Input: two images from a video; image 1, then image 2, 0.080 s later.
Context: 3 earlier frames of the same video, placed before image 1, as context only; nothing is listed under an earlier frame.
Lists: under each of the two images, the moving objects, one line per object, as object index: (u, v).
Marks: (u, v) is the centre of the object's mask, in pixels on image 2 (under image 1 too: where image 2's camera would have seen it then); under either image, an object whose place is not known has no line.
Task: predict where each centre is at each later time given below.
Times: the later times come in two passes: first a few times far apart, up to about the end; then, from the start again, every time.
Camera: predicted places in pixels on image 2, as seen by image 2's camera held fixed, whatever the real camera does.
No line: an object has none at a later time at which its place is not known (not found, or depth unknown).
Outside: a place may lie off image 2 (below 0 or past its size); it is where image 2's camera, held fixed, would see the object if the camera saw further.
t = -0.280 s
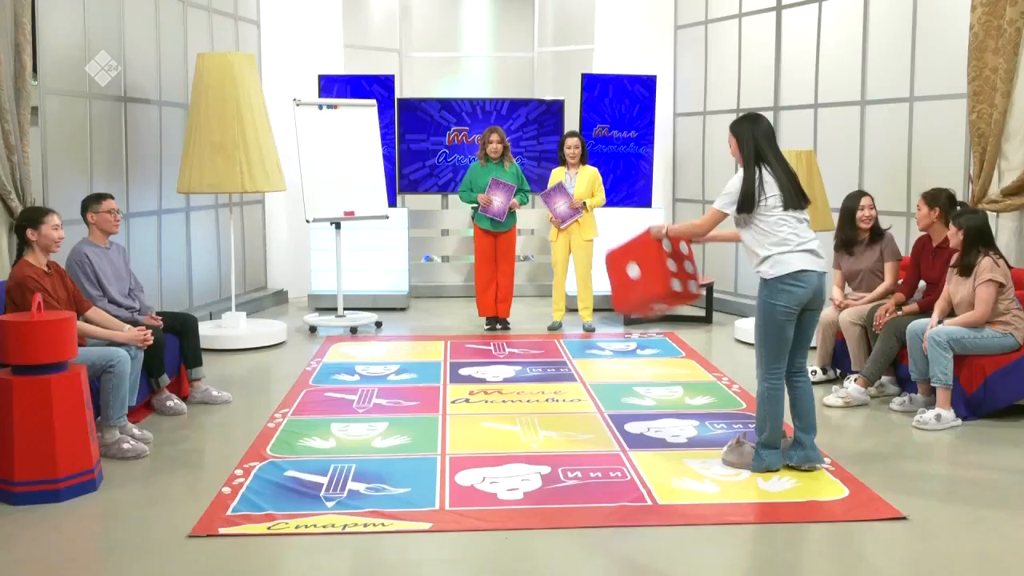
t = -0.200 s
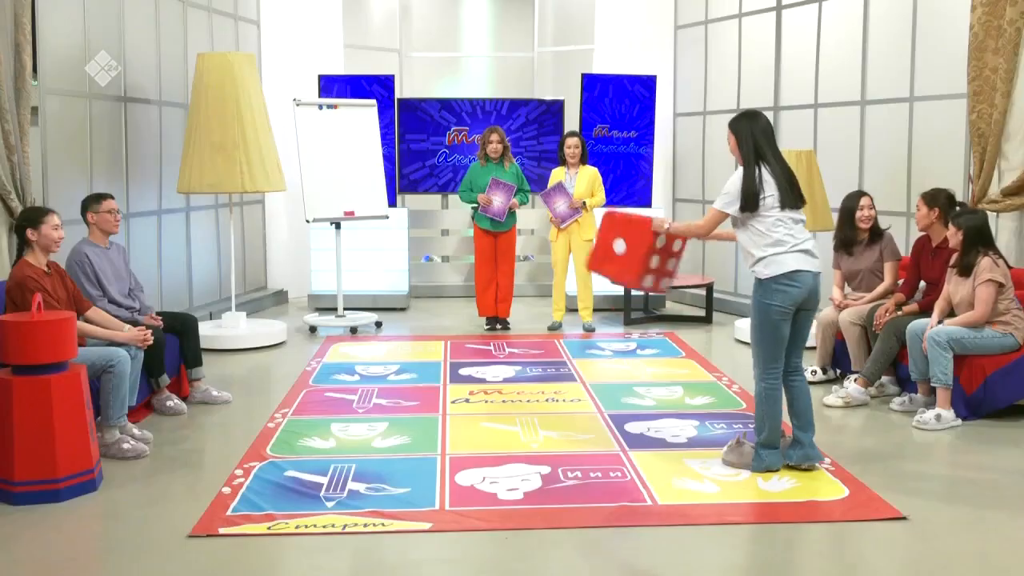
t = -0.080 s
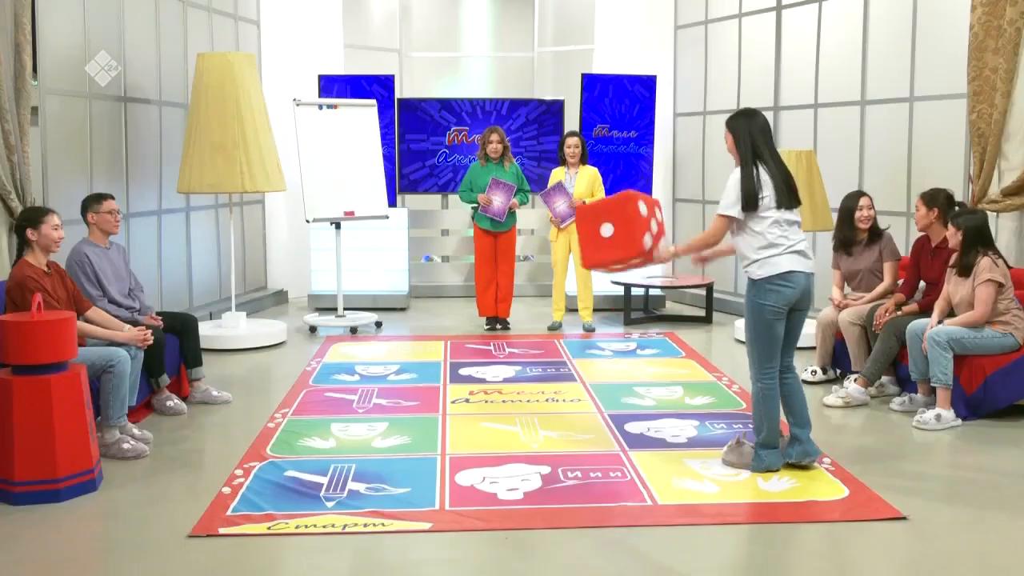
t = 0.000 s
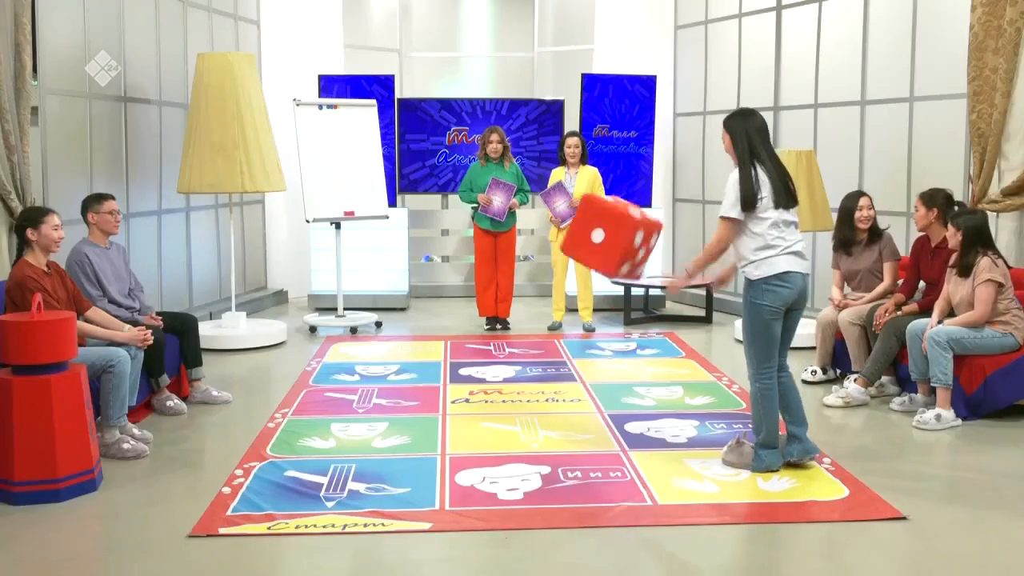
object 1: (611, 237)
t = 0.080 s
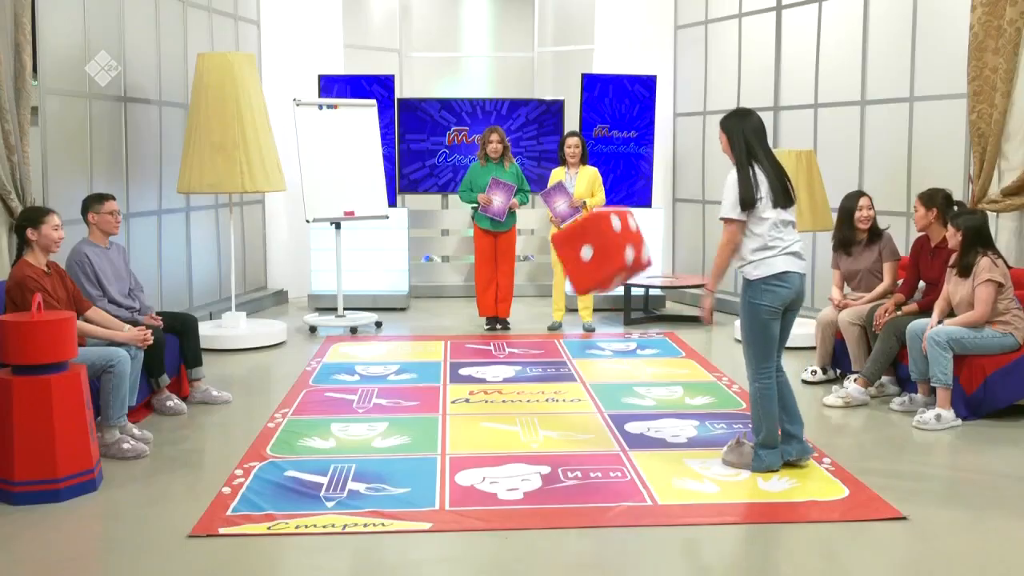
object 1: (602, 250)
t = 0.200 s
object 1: (587, 294)
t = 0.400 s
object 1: (564, 394)
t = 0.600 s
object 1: (528, 375)
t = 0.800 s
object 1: (492, 373)
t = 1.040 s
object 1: (462, 375)
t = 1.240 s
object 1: (460, 368)
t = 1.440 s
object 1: (471, 370)
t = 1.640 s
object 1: (477, 372)
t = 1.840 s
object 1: (475, 372)
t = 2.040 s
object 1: (475, 372)
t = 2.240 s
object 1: (475, 372)
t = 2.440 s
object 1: (475, 372)
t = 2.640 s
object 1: (475, 372)
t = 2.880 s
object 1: (475, 372)
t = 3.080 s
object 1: (475, 372)
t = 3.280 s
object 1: (475, 372)
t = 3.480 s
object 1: (475, 372)
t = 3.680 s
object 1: (475, 372)
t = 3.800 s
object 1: (475, 372)
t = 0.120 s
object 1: (596, 263)
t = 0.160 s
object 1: (592, 278)
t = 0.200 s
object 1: (587, 294)
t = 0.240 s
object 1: (582, 313)
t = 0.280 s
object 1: (577, 334)
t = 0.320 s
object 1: (572, 357)
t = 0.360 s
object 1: (568, 388)
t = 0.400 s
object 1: (564, 394)
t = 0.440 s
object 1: (557, 384)
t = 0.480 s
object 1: (550, 377)
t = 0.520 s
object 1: (542, 373)
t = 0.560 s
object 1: (535, 373)
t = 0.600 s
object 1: (528, 375)
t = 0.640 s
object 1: (521, 379)
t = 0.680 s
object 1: (512, 380)
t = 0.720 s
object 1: (506, 377)
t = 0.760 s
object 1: (498, 374)
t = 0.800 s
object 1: (492, 373)
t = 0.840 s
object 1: (485, 375)
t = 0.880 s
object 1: (479, 379)
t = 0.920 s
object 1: (472, 381)
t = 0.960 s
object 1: (468, 381)
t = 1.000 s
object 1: (465, 380)
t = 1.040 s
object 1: (462, 375)
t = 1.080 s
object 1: (461, 371)
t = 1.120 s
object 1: (460, 370)
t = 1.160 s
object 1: (459, 369)
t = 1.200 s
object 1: (460, 368)
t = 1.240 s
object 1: (460, 368)
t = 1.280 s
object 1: (462, 368)
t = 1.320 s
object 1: (463, 368)
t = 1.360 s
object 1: (466, 368)
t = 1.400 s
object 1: (468, 369)
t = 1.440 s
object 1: (471, 370)
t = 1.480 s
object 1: (474, 370)
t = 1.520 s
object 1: (476, 371)
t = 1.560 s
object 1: (478, 373)
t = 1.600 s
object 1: (478, 373)
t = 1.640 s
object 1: (477, 372)
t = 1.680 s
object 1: (476, 371)
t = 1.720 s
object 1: (475, 371)
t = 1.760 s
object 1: (475, 372)
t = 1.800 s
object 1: (475, 372)
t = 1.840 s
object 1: (475, 372)
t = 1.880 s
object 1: (475, 372)
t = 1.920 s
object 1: (475, 372)
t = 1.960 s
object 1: (475, 372)
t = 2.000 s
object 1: (475, 373)
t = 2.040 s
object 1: (475, 372)
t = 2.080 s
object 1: (475, 372)
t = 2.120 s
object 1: (475, 372)
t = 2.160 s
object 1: (475, 372)
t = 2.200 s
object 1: (475, 372)
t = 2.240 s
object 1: (475, 372)
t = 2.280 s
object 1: (475, 372)
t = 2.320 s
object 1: (475, 372)
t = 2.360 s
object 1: (475, 372)
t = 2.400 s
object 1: (475, 372)
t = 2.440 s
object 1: (475, 372)
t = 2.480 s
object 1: (475, 373)
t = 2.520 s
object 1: (475, 372)
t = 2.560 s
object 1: (475, 373)
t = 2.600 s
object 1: (475, 372)
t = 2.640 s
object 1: (475, 372)
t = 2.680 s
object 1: (475, 372)
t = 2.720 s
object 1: (475, 372)
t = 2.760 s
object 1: (475, 372)
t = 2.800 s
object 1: (475, 372)
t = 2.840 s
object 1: (475, 372)
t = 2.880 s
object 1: (475, 372)
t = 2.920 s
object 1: (475, 372)
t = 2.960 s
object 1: (475, 372)
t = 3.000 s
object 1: (475, 372)
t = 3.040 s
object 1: (475, 372)
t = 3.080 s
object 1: (475, 372)
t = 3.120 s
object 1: (475, 372)
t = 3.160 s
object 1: (475, 372)
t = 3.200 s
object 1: (475, 372)
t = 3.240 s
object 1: (475, 372)
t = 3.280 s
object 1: (475, 372)
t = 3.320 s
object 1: (475, 372)
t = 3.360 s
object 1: (475, 372)
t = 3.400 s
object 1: (475, 372)
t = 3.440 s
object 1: (475, 372)
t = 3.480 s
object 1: (475, 372)
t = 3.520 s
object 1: (475, 372)
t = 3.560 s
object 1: (475, 372)
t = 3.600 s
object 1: (475, 372)
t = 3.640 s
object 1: (475, 372)
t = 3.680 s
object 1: (475, 372)
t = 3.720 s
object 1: (475, 372)
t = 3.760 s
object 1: (475, 372)
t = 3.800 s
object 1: (475, 372)
